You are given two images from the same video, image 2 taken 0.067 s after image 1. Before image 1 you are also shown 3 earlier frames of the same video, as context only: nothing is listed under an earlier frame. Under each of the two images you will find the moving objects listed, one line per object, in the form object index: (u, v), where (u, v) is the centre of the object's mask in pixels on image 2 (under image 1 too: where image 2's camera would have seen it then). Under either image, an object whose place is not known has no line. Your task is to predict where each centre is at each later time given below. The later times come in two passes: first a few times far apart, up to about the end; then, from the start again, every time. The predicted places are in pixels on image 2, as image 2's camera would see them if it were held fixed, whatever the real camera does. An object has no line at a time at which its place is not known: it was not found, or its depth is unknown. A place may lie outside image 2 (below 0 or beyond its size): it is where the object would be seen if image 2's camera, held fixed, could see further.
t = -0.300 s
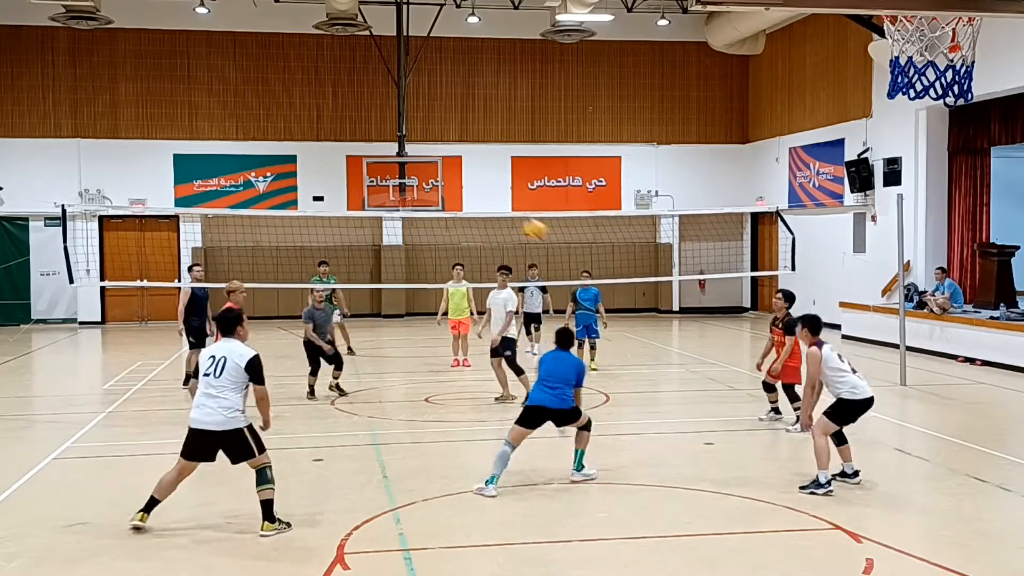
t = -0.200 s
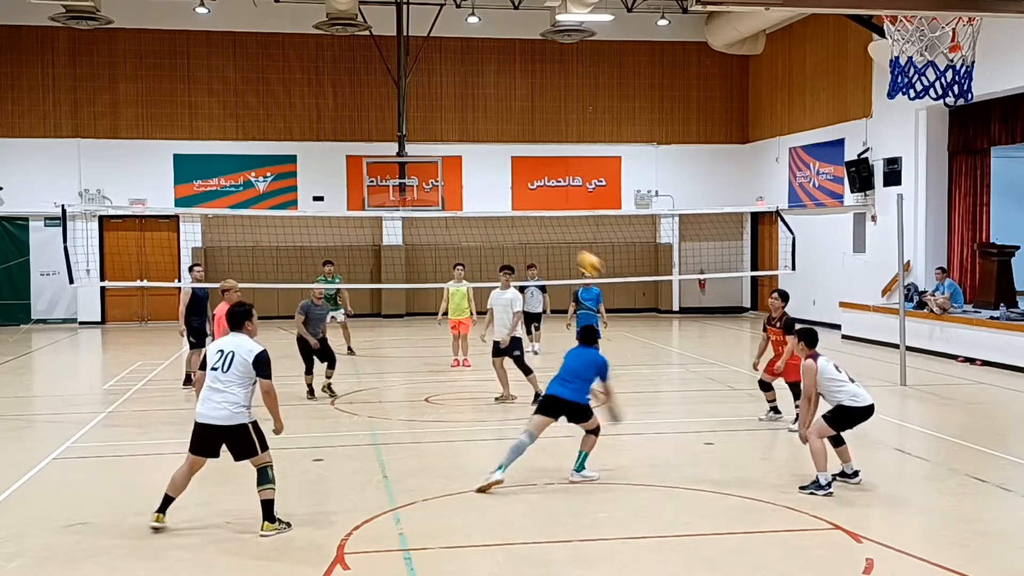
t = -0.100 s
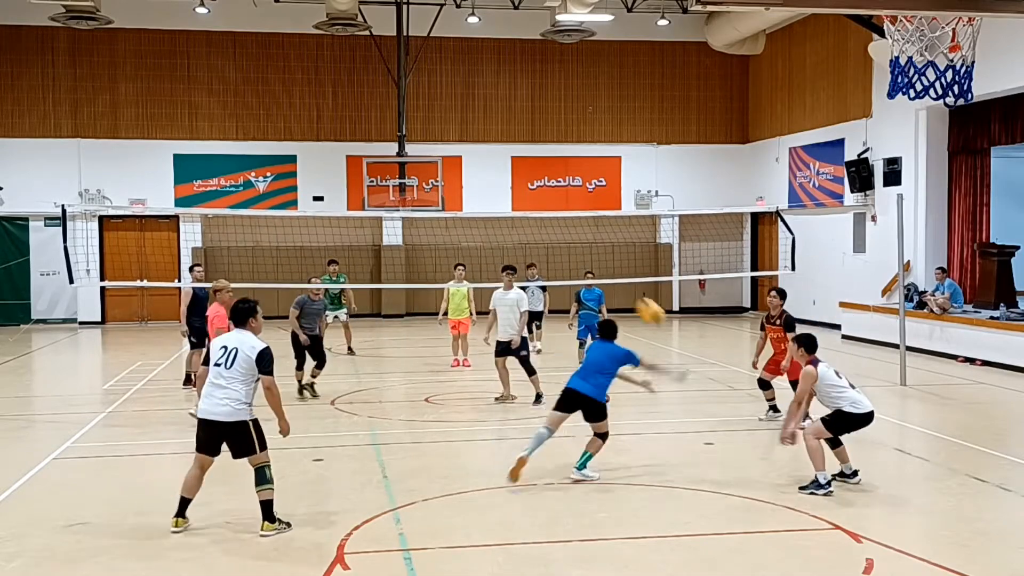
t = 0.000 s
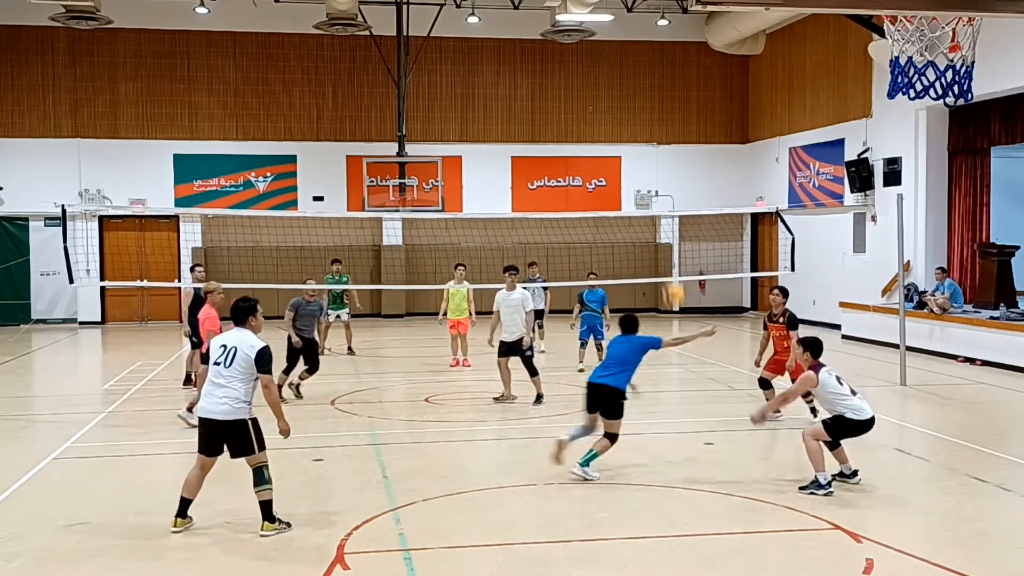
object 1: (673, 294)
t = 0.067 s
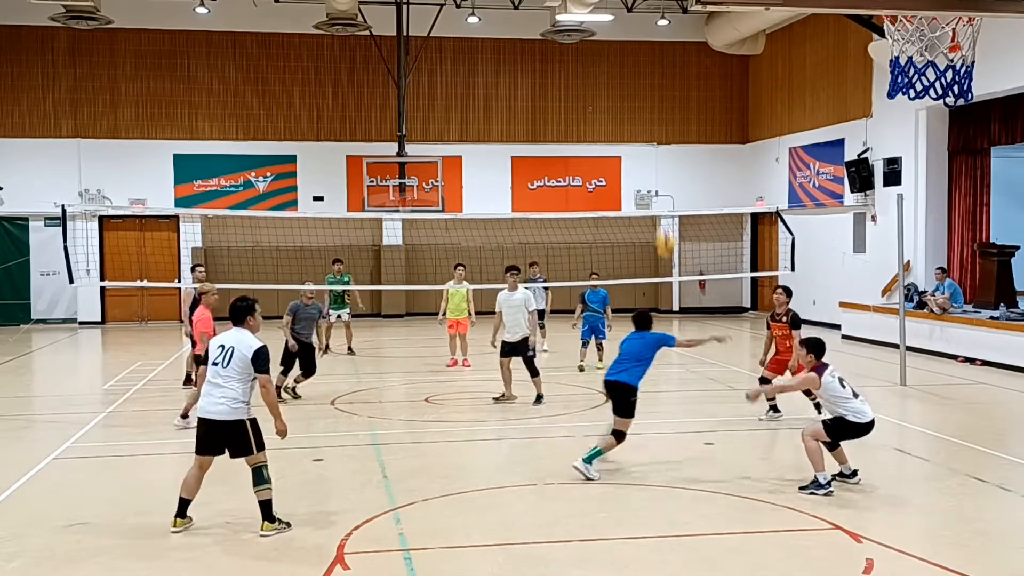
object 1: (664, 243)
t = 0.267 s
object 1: (642, 126)
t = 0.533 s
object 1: (614, 49)
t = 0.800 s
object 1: (589, 43)
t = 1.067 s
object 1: (567, 96)
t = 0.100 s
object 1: (659, 220)
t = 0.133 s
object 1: (656, 197)
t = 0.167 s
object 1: (653, 178)
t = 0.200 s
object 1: (650, 159)
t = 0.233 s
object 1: (646, 140)
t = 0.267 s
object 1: (642, 126)
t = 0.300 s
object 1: (638, 112)
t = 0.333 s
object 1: (635, 99)
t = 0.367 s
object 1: (631, 88)
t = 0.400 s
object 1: (628, 77)
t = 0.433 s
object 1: (624, 68)
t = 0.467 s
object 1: (620, 60)
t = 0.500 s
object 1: (617, 54)
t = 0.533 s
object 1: (614, 49)
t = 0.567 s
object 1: (611, 44)
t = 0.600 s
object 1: (607, 41)
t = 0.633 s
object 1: (605, 39)
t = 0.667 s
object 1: (601, 37)
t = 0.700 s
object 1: (598, 38)
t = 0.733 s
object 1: (595, 39)
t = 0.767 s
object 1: (592, 40)
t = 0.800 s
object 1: (589, 43)
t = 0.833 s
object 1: (586, 46)
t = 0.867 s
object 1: (583, 51)
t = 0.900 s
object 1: (581, 56)
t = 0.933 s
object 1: (578, 63)
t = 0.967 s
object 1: (574, 70)
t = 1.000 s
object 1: (572, 78)
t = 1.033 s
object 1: (570, 87)
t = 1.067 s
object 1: (567, 96)
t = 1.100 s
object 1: (564, 106)
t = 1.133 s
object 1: (562, 117)
